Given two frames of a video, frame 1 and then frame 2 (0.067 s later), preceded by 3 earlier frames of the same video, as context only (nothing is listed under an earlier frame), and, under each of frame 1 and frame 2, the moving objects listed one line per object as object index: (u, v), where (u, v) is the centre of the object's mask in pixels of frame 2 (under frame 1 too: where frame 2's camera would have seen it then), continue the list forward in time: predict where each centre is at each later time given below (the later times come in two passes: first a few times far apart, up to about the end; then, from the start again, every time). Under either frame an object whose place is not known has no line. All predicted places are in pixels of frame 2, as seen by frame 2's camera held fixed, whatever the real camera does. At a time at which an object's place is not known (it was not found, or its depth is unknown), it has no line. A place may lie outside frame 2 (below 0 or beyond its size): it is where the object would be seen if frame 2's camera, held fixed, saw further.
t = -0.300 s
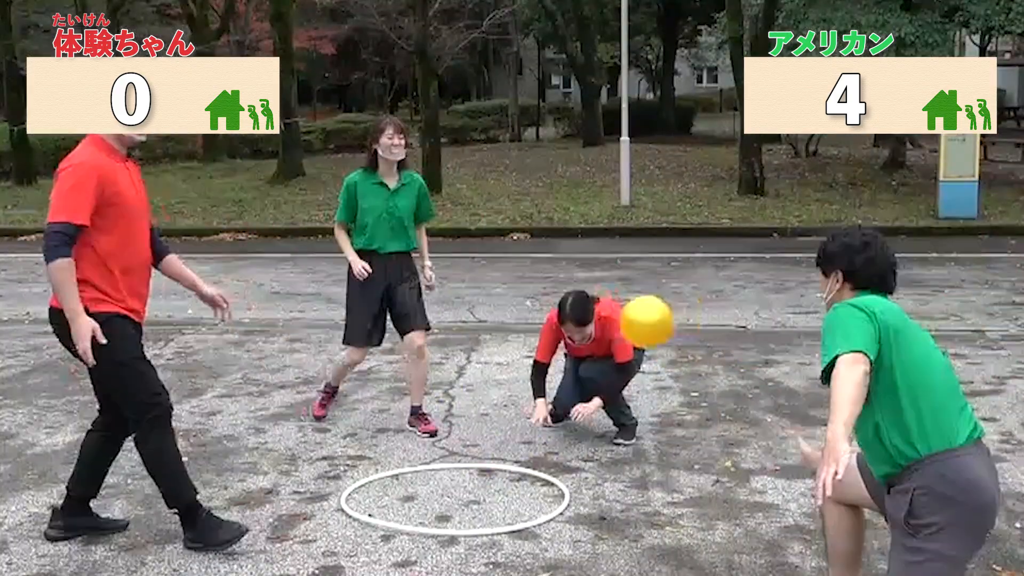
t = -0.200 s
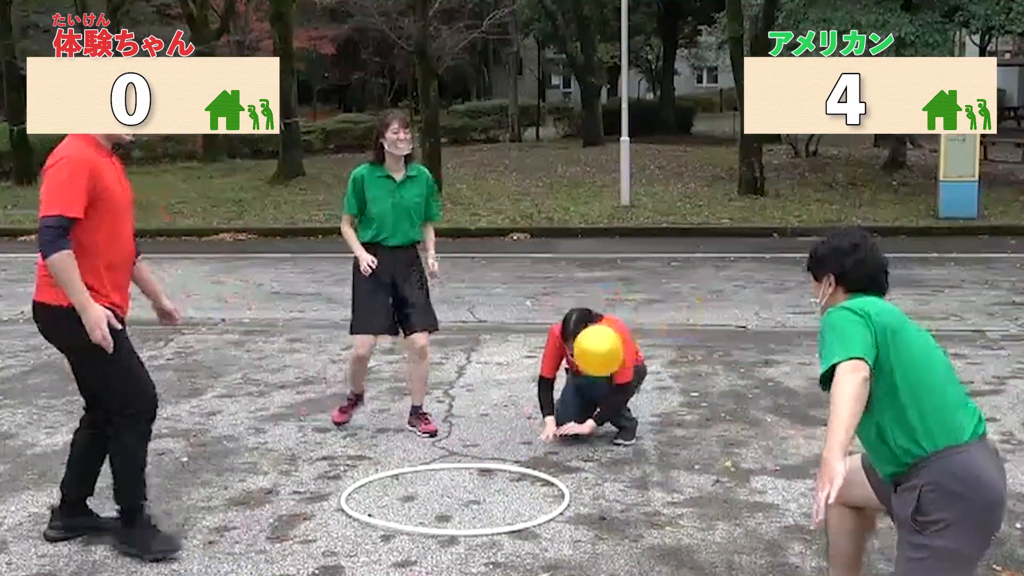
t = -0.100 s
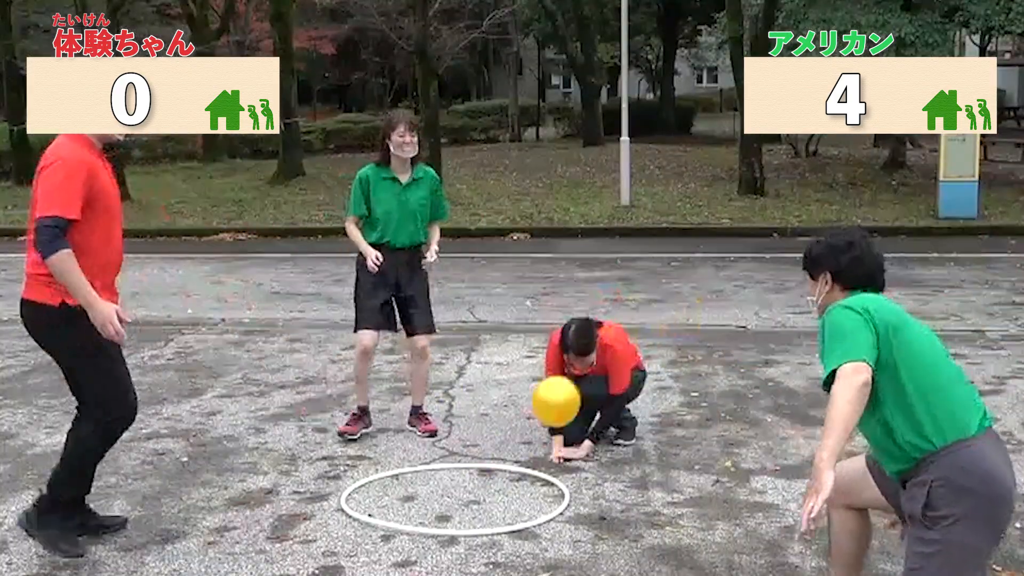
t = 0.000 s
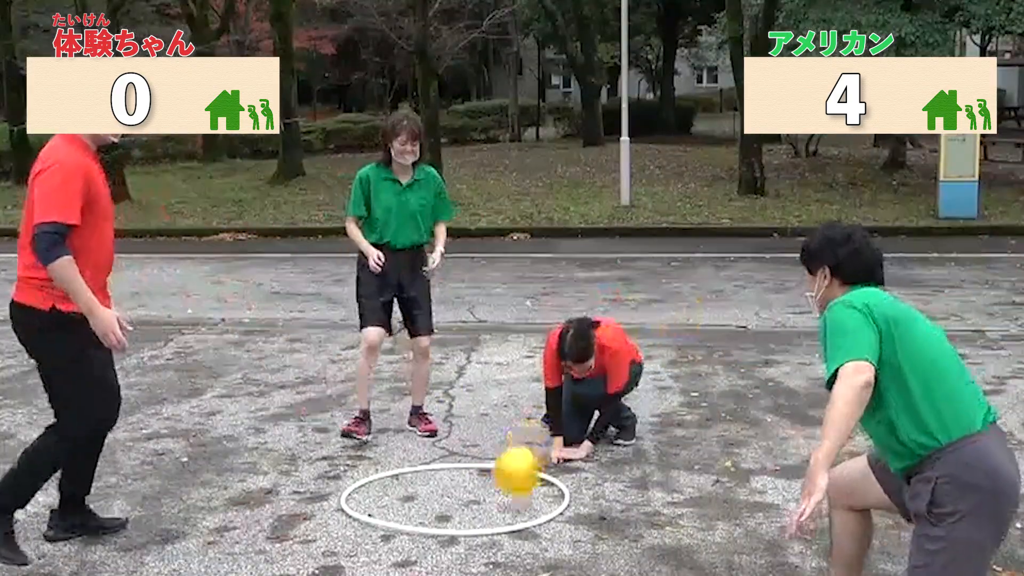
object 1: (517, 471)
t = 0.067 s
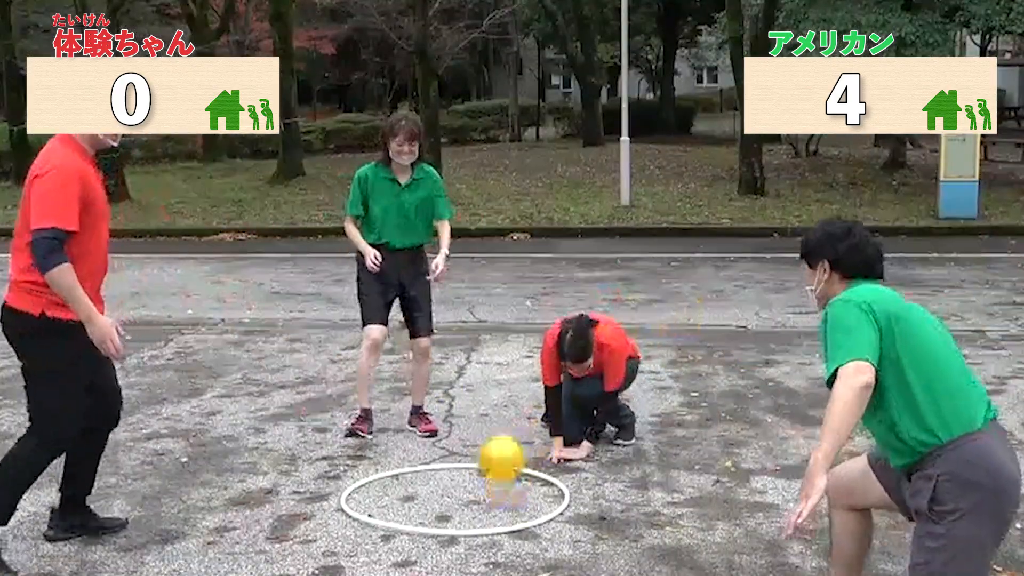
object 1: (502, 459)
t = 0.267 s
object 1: (467, 356)
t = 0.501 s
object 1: (436, 350)
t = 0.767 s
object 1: (405, 427)
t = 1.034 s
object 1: (379, 347)
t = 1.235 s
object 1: (363, 375)
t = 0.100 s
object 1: (495, 434)
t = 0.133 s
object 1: (490, 414)
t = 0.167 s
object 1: (485, 397)
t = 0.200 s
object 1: (478, 380)
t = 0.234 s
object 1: (472, 368)
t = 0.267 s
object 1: (467, 356)
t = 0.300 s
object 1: (462, 350)
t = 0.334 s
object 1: (457, 344)
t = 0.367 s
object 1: (453, 341)
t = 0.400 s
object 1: (448, 340)
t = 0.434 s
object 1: (444, 341)
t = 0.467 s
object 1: (439, 345)
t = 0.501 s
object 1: (436, 350)
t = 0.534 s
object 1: (431, 359)
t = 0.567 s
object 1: (428, 370)
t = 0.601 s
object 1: (423, 383)
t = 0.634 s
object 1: (419, 397)
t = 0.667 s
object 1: (415, 414)
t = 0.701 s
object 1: (412, 432)
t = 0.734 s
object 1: (409, 447)
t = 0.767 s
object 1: (405, 427)
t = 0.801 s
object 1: (401, 409)
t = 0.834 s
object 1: (397, 393)
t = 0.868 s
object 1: (393, 381)
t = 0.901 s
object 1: (391, 370)
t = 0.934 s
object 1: (387, 360)
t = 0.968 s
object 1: (384, 354)
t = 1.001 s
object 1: (381, 350)
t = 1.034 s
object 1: (379, 347)
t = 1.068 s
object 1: (376, 346)
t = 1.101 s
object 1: (373, 347)
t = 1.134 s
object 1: (370, 352)
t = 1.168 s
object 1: (367, 357)
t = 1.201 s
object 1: (364, 365)
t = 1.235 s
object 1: (363, 375)
